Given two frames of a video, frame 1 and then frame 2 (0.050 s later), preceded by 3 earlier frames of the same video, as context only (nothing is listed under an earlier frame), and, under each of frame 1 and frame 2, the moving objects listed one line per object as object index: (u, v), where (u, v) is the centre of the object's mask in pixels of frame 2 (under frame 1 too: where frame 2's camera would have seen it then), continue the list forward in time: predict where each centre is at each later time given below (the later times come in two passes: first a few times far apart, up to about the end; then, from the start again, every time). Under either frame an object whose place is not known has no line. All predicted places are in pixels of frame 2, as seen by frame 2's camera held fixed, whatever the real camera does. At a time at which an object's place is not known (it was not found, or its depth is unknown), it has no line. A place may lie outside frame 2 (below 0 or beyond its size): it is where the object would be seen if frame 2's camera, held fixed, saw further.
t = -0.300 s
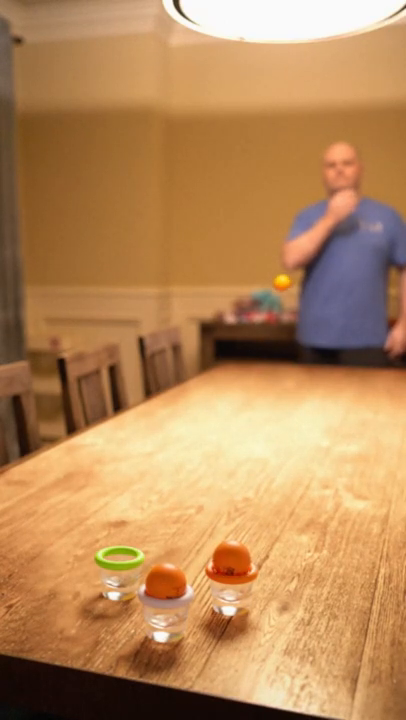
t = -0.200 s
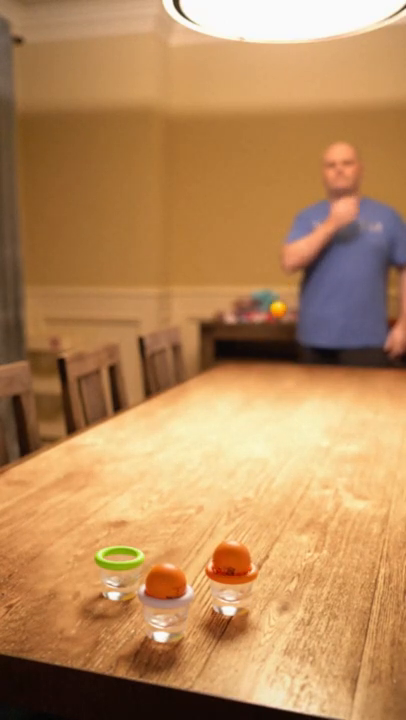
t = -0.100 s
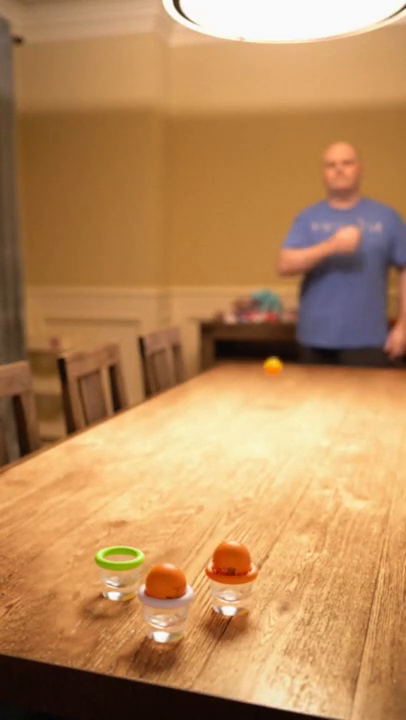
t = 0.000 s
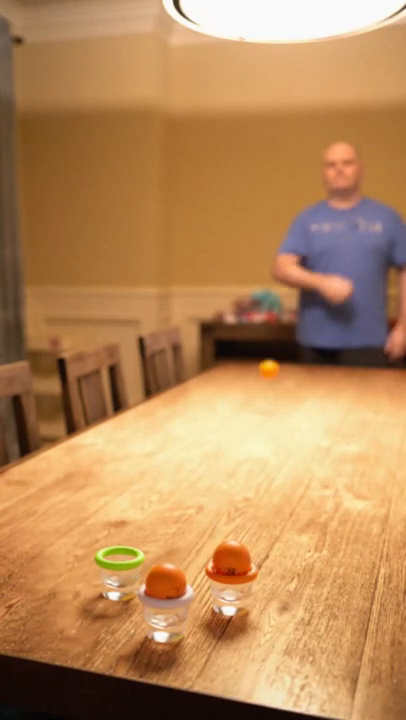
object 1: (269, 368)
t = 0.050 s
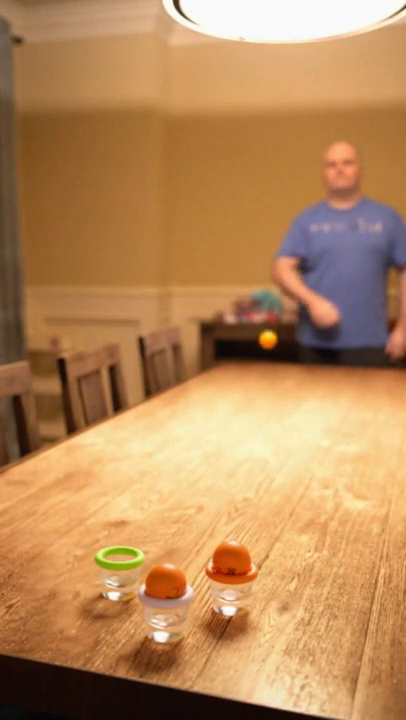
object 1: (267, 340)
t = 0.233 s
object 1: (261, 291)
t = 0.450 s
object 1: (249, 373)
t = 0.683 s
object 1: (237, 337)
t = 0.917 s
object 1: (222, 370)
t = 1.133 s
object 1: (206, 394)
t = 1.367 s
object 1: (187, 388)
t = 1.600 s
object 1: (162, 441)
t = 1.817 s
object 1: (134, 427)
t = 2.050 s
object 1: (109, 533)
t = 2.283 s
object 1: (110, 535)
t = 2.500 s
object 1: (121, 537)
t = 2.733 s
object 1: (119, 545)
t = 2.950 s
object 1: (118, 545)
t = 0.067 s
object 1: (267, 331)
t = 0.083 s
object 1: (267, 323)
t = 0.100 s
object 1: (266, 316)
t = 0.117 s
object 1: (265, 311)
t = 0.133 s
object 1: (265, 305)
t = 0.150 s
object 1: (264, 301)
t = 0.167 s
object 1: (264, 297)
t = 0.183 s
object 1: (263, 294)
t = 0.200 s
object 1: (262, 293)
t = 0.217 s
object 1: (262, 291)
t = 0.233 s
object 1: (261, 291)
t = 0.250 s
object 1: (260, 292)
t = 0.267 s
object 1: (259, 293)
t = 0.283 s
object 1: (258, 296)
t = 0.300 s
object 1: (257, 300)
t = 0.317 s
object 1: (257, 304)
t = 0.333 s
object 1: (255, 310)
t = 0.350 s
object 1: (255, 316)
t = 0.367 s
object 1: (253, 323)
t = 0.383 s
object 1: (252, 332)
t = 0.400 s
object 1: (252, 342)
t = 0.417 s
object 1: (251, 352)
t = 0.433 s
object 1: (250, 364)
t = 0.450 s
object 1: (249, 373)
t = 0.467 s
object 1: (248, 386)
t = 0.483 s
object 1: (247, 403)
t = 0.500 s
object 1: (245, 418)
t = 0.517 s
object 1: (244, 427)
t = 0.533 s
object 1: (243, 418)
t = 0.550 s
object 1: (243, 406)
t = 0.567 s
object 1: (242, 394)
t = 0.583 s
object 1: (242, 382)
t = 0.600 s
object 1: (241, 372)
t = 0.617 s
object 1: (241, 364)
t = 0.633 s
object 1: (240, 357)
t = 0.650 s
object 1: (239, 350)
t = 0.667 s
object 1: (238, 343)
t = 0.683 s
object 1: (237, 337)
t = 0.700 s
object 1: (236, 333)
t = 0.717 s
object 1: (235, 329)
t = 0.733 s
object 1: (234, 327)
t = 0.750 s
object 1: (233, 326)
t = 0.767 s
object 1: (232, 325)
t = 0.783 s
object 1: (231, 326)
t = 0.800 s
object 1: (231, 327)
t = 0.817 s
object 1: (229, 330)
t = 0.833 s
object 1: (228, 334)
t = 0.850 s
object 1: (227, 339)
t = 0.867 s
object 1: (226, 345)
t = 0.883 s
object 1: (225, 354)
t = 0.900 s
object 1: (223, 361)
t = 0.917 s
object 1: (222, 370)
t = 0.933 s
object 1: (220, 380)
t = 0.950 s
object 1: (219, 392)
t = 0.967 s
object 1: (218, 408)
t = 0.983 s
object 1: (217, 422)
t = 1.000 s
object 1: (215, 437)
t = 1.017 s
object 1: (214, 453)
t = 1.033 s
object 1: (212, 461)
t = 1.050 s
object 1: (211, 451)
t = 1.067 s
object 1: (210, 438)
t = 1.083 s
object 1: (209, 426)
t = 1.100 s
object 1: (208, 415)
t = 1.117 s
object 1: (207, 404)
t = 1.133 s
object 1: (206, 394)
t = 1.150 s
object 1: (204, 386)
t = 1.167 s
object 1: (204, 379)
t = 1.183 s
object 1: (202, 372)
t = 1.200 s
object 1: (201, 368)
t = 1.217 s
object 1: (200, 365)
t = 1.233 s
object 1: (199, 362)
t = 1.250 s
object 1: (197, 361)
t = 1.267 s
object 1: (196, 361)
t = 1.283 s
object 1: (194, 362)
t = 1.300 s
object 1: (193, 365)
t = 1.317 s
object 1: (191, 368)
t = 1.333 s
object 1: (190, 373)
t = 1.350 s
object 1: (188, 380)
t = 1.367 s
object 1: (187, 388)
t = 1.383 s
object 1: (185, 397)
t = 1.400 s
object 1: (183, 408)
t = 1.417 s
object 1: (182, 421)
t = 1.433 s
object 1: (180, 435)
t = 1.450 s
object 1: (178, 450)
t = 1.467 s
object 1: (176, 467)
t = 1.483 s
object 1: (175, 485)
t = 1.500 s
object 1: (173, 503)
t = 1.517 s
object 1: (171, 504)
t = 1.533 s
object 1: (169, 492)
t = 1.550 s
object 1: (168, 477)
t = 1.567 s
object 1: (166, 464)
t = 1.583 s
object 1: (164, 452)
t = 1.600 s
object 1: (162, 441)
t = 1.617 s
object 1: (160, 431)
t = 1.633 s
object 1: (158, 423)
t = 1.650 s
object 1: (156, 415)
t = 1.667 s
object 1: (154, 410)
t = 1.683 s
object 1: (152, 405)
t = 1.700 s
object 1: (150, 403)
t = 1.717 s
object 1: (148, 401)
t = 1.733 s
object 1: (146, 402)
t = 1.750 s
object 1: (144, 404)
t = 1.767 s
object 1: (142, 407)
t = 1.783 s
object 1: (139, 412)
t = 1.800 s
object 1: (137, 419)
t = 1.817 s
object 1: (134, 427)
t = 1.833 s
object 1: (132, 439)
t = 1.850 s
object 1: (130, 451)
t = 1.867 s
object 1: (127, 464)
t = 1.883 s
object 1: (125, 480)
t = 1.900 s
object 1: (122, 498)
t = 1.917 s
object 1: (120, 518)
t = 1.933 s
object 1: (118, 536)
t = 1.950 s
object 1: (119, 544)
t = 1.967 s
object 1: (118, 544)
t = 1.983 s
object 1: (116, 540)
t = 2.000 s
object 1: (114, 538)
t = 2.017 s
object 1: (112, 536)
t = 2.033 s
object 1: (111, 534)
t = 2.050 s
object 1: (109, 533)
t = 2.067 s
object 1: (108, 533)
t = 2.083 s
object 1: (108, 533)
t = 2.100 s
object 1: (107, 532)
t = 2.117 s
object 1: (107, 532)
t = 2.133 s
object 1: (106, 532)
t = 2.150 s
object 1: (106, 532)
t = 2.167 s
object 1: (106, 532)
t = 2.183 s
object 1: (106, 532)
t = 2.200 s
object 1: (106, 532)
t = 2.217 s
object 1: (107, 532)
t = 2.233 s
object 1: (107, 533)
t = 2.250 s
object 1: (108, 533)
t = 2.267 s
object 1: (109, 534)
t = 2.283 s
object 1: (110, 535)
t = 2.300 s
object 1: (112, 537)
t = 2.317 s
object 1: (114, 539)
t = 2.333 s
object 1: (116, 542)
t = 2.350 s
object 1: (118, 545)
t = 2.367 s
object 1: (120, 543)
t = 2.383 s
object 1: (121, 540)
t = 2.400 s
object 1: (122, 538)
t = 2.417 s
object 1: (123, 536)
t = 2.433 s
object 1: (123, 535)
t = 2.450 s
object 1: (123, 535)
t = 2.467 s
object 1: (123, 535)
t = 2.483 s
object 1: (122, 536)
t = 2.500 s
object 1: (121, 537)
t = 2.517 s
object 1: (121, 538)
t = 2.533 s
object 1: (119, 540)
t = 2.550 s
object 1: (119, 544)
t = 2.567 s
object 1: (119, 545)
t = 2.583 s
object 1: (121, 543)
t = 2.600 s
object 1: (123, 542)
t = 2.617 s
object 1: (124, 540)
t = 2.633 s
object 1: (125, 540)
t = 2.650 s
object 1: (125, 540)
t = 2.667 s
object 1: (125, 540)
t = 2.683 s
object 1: (124, 541)
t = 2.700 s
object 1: (122, 542)
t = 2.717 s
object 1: (120, 544)
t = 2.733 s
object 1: (119, 545)
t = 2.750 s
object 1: (119, 545)
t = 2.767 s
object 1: (120, 544)
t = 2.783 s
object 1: (120, 544)
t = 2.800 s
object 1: (120, 544)
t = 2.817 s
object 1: (120, 545)
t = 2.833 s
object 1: (119, 545)
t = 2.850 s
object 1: (118, 545)
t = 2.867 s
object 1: (118, 545)
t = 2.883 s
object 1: (119, 545)
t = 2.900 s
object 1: (119, 545)
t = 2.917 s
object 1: (119, 546)
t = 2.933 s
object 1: (118, 545)
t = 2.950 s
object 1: (118, 545)
